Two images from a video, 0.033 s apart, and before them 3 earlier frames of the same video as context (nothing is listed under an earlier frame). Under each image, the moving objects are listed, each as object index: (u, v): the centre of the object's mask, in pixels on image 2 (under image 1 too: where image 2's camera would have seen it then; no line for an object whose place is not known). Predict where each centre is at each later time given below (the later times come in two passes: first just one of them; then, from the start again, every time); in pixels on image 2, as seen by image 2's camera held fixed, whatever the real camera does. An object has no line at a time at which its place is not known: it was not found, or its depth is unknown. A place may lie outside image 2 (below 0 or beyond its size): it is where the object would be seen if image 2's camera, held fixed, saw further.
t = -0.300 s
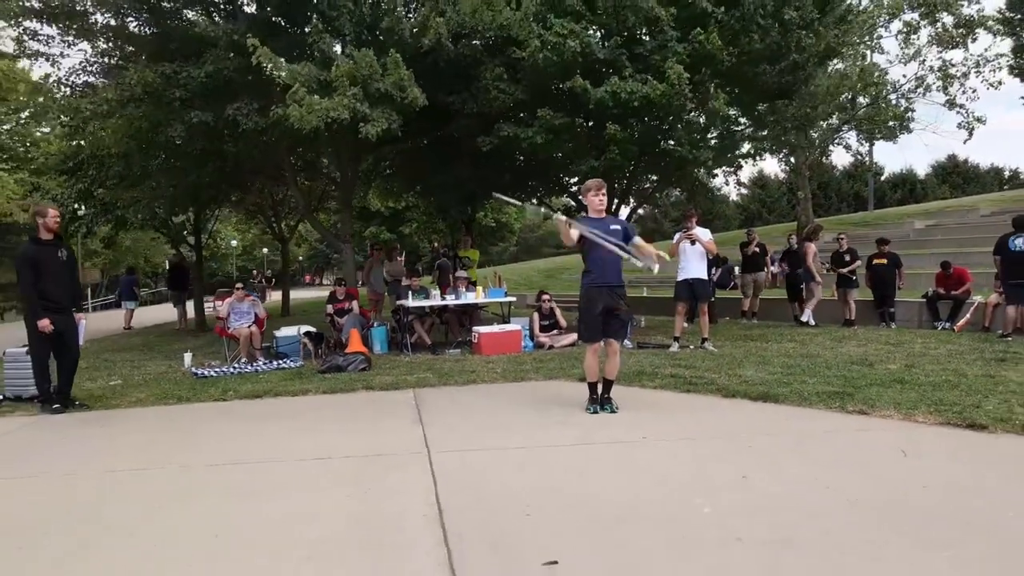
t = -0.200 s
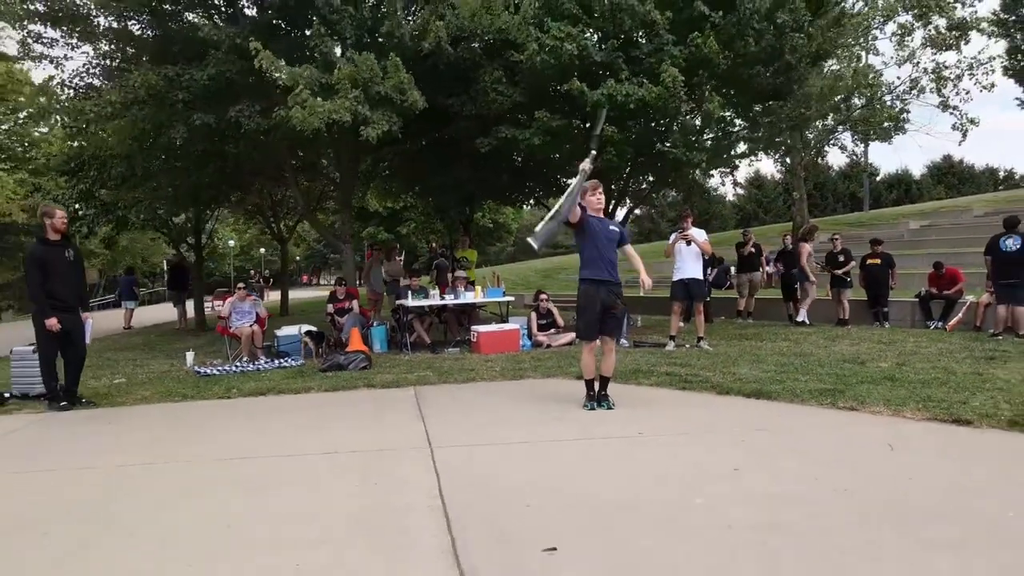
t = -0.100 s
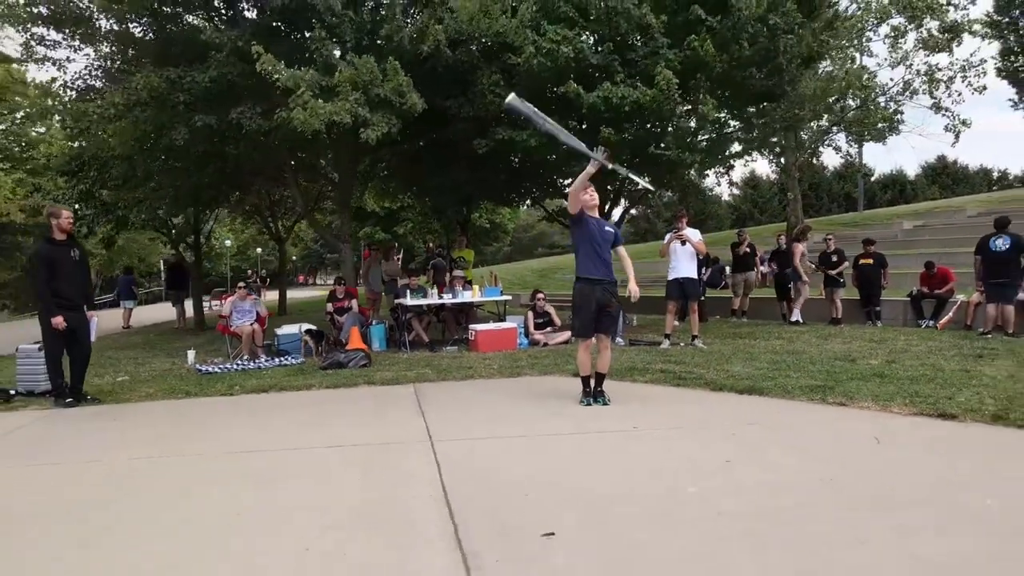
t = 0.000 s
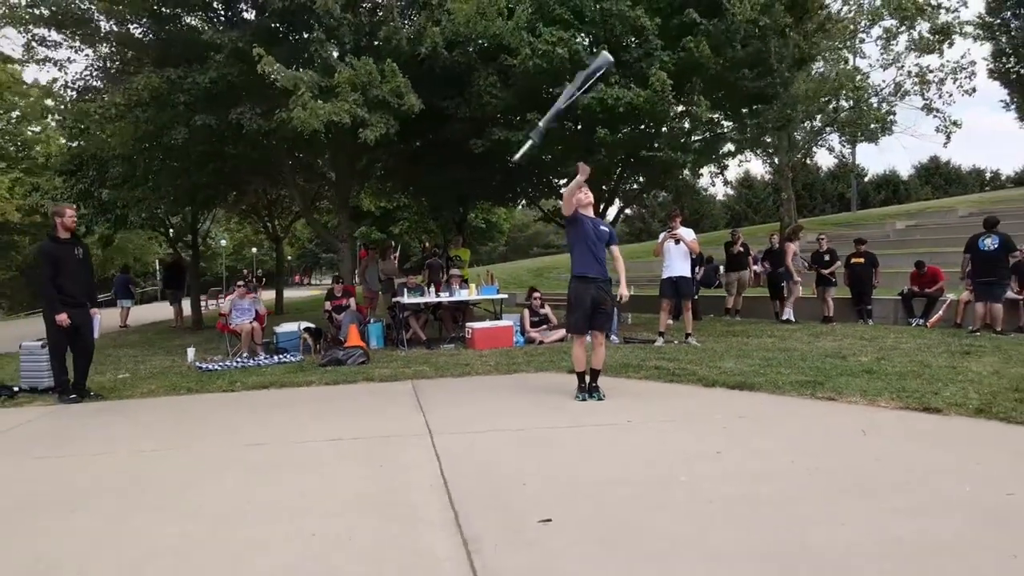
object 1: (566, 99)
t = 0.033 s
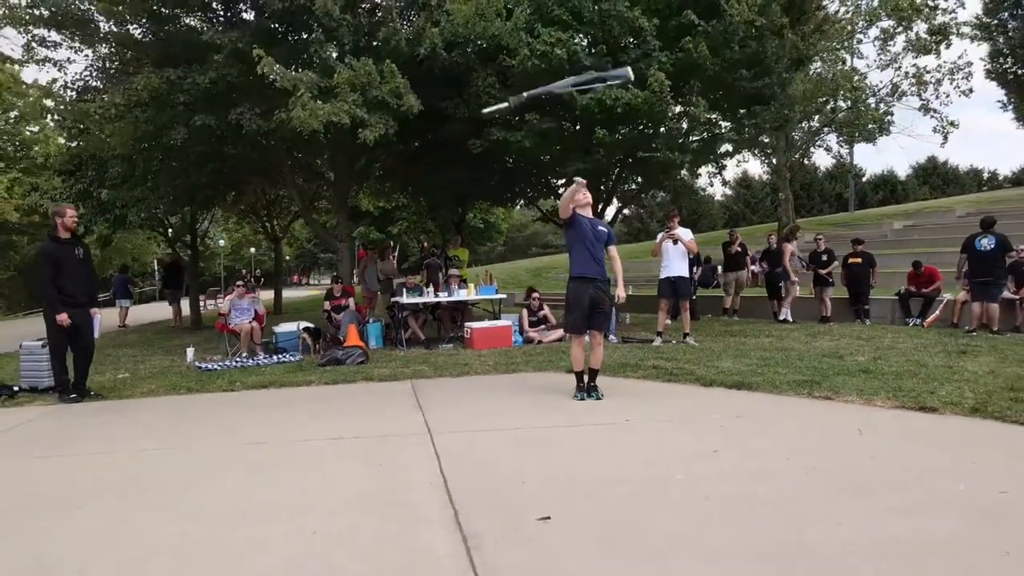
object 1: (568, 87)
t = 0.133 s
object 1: (572, 67)
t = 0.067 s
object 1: (569, 77)
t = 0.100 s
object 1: (570, 69)
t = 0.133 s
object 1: (572, 67)
